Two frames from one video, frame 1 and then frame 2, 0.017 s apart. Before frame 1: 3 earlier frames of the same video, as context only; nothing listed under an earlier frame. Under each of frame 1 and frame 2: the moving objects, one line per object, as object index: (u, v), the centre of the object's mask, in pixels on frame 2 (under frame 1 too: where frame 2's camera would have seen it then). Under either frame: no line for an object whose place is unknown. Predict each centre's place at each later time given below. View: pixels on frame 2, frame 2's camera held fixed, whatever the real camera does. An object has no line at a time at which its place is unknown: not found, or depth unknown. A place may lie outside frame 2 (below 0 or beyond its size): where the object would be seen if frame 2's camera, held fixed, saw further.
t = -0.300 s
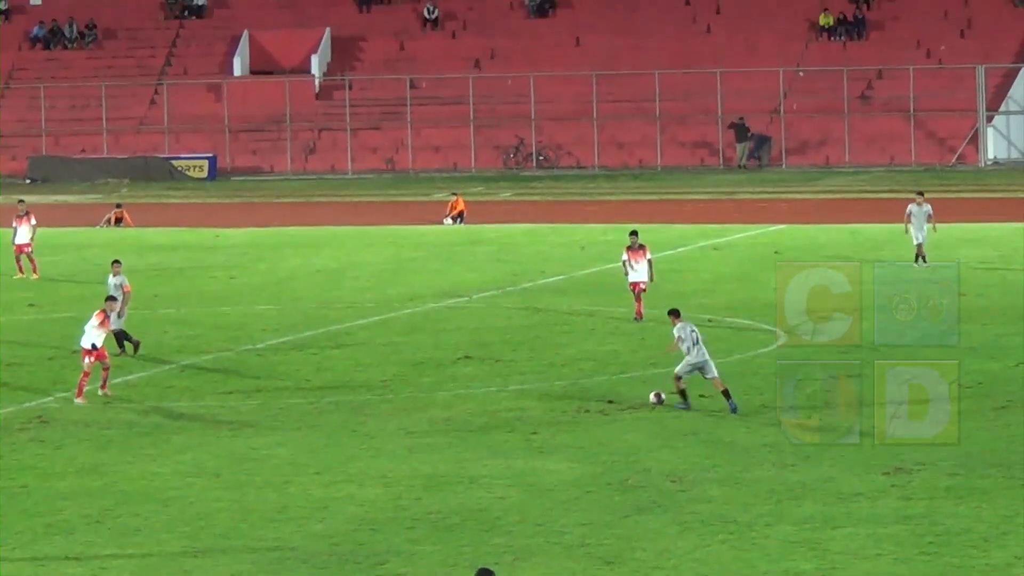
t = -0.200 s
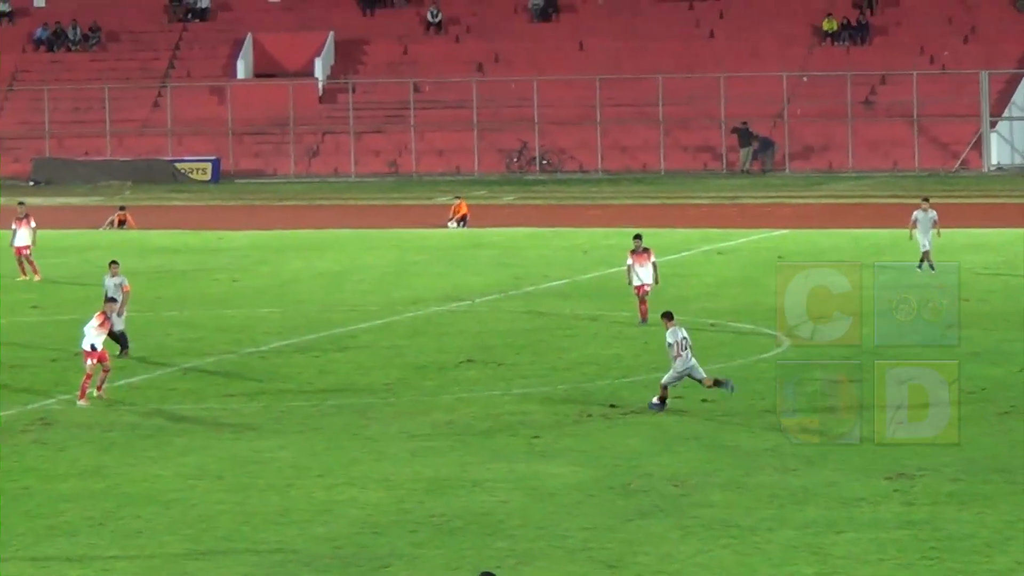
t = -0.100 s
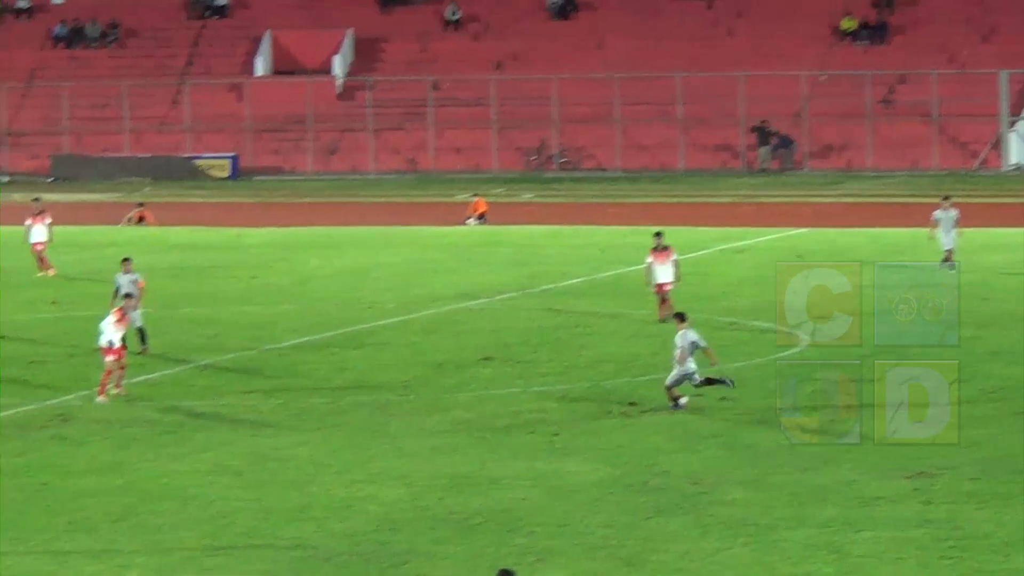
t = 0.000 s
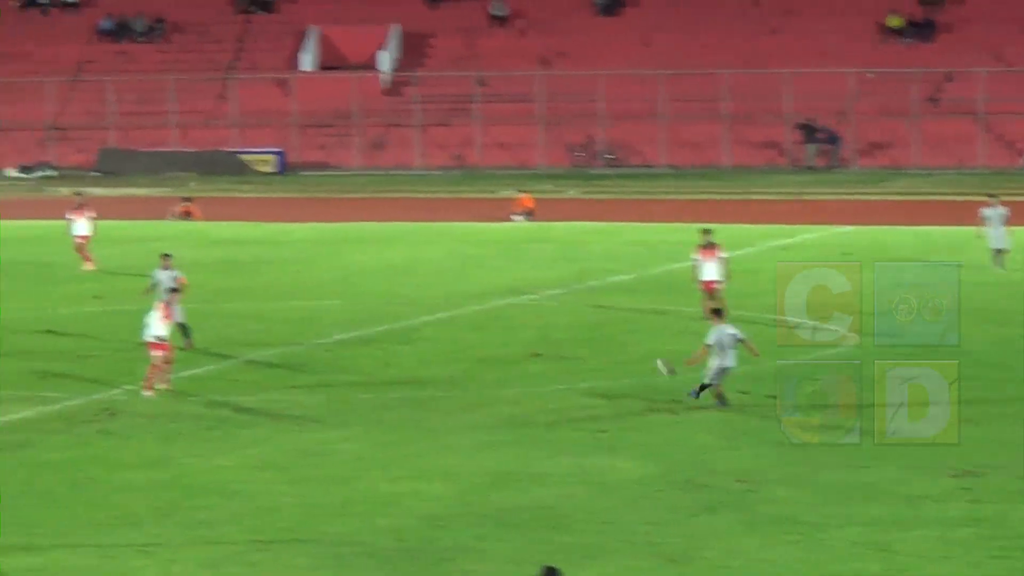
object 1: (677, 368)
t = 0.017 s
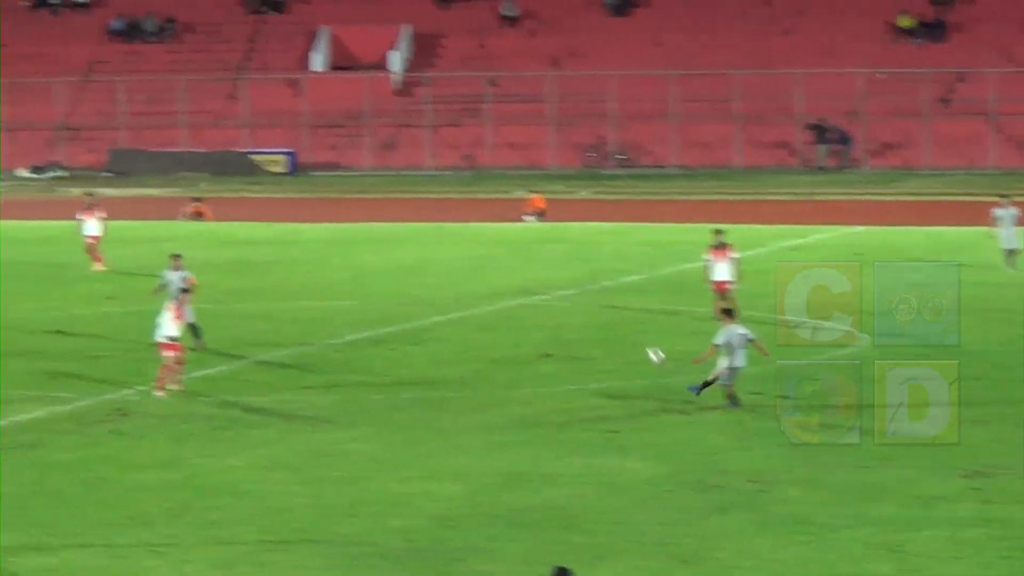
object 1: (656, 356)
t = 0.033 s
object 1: (635, 345)
